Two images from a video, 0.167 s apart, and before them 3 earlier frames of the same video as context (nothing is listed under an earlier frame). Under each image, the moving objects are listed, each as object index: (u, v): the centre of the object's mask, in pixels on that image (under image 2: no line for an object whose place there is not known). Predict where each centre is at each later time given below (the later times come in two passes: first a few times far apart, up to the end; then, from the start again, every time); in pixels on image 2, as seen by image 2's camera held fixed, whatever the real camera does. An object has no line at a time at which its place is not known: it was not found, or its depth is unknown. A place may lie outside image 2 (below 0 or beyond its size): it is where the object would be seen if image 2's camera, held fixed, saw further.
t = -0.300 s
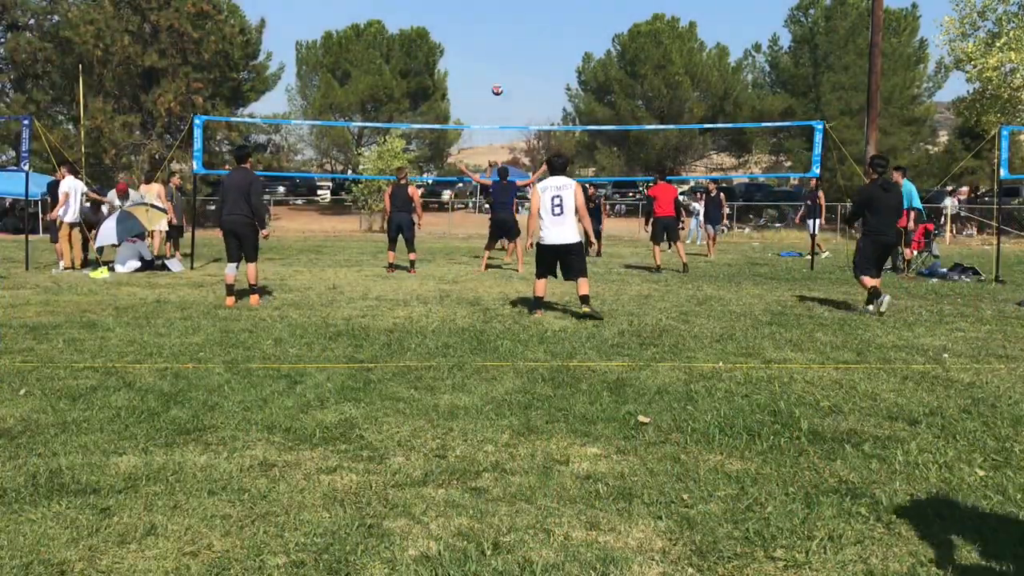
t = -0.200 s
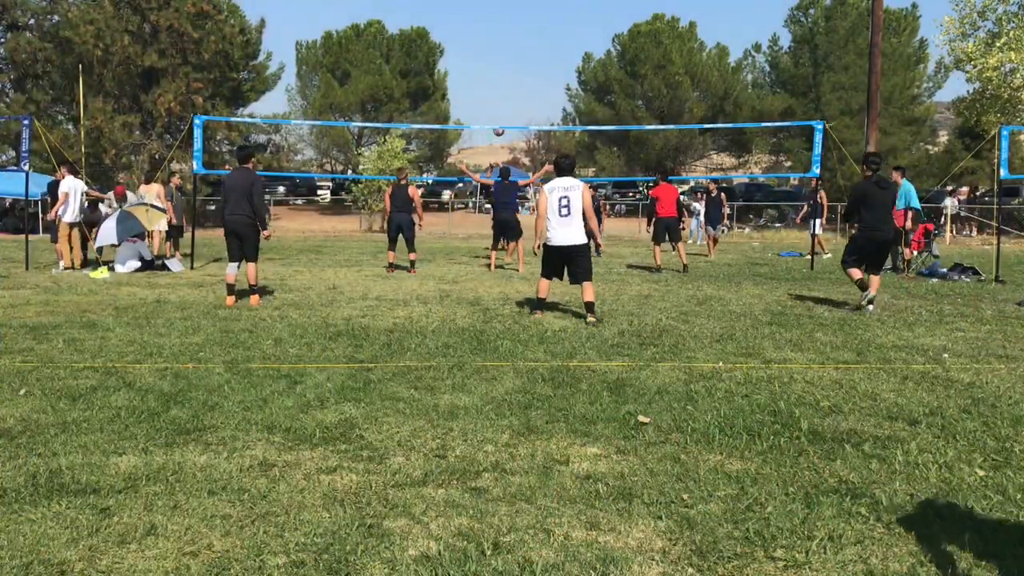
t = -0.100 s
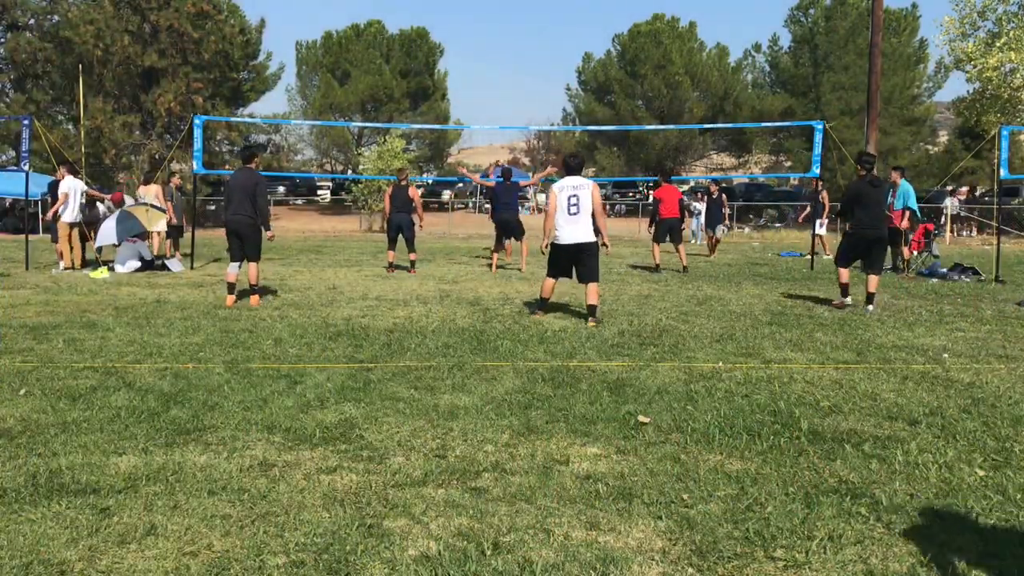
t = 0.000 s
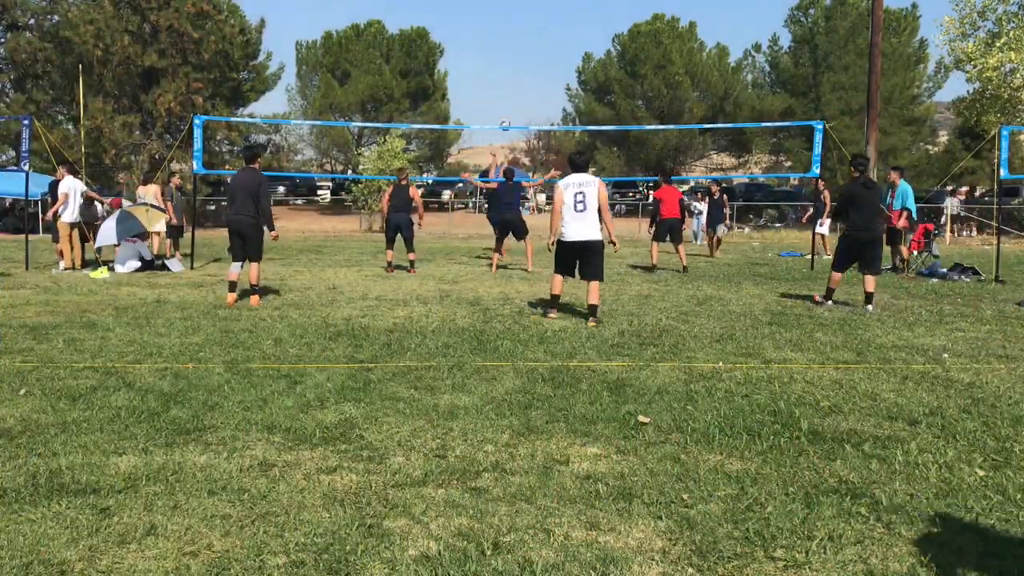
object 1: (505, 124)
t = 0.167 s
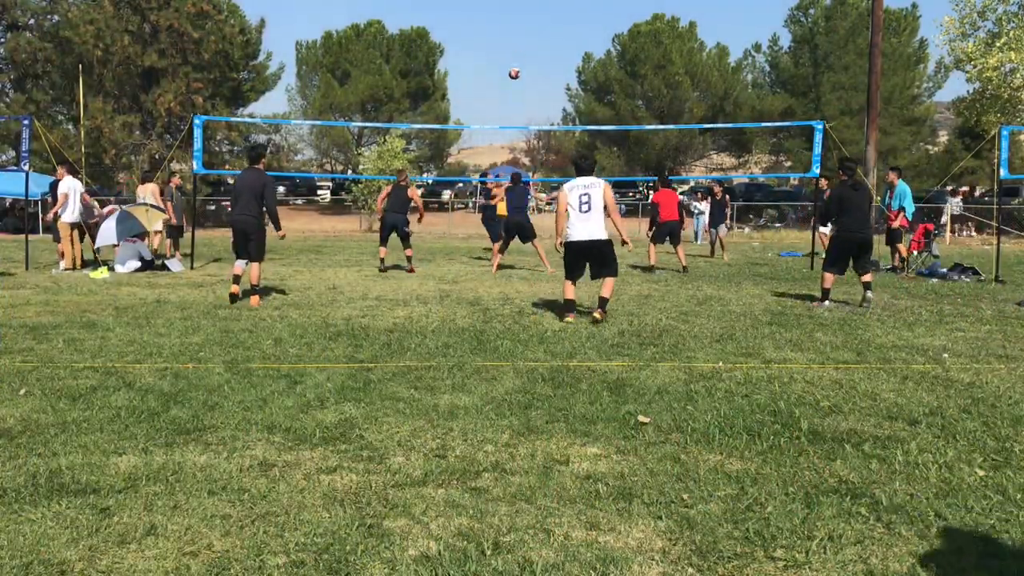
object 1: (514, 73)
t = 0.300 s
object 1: (521, 43)
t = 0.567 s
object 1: (535, 13)
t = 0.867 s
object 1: (550, 28)
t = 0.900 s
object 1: (551, 33)
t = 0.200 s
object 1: (516, 65)
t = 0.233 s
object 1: (518, 57)
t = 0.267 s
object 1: (519, 49)
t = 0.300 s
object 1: (521, 43)
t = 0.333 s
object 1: (522, 37)
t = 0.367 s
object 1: (524, 32)
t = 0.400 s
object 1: (526, 27)
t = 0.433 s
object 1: (528, 23)
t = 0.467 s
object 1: (529, 19)
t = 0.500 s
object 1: (531, 16)
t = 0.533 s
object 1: (533, 14)
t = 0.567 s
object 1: (535, 13)
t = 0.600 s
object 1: (536, 12)
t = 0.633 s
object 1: (538, 12)
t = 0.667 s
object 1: (540, 12)
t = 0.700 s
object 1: (541, 13)
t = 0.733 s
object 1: (543, 15)
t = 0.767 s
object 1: (545, 17)
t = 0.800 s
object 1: (547, 20)
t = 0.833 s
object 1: (548, 24)
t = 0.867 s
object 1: (550, 28)
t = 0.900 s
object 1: (551, 33)
